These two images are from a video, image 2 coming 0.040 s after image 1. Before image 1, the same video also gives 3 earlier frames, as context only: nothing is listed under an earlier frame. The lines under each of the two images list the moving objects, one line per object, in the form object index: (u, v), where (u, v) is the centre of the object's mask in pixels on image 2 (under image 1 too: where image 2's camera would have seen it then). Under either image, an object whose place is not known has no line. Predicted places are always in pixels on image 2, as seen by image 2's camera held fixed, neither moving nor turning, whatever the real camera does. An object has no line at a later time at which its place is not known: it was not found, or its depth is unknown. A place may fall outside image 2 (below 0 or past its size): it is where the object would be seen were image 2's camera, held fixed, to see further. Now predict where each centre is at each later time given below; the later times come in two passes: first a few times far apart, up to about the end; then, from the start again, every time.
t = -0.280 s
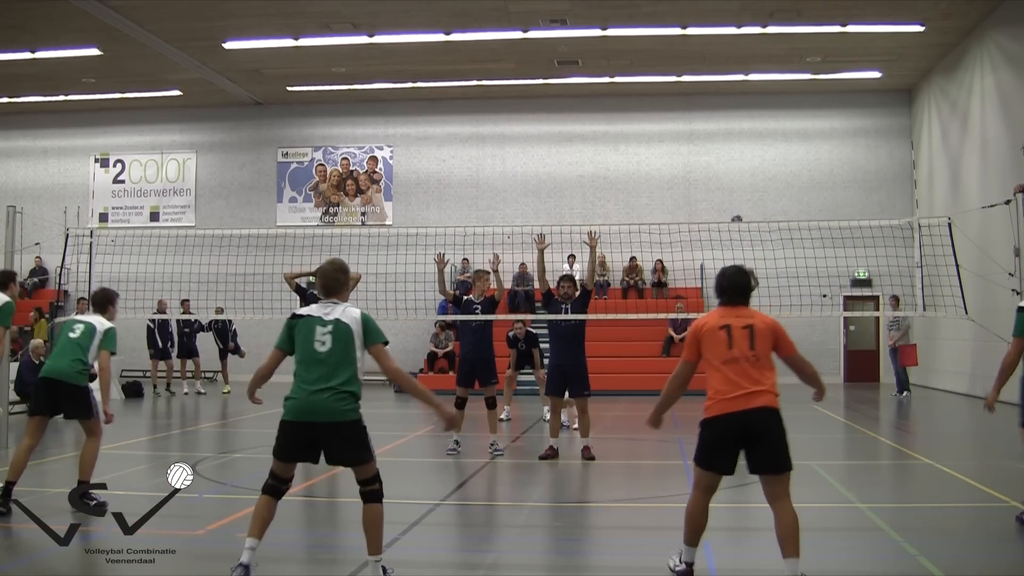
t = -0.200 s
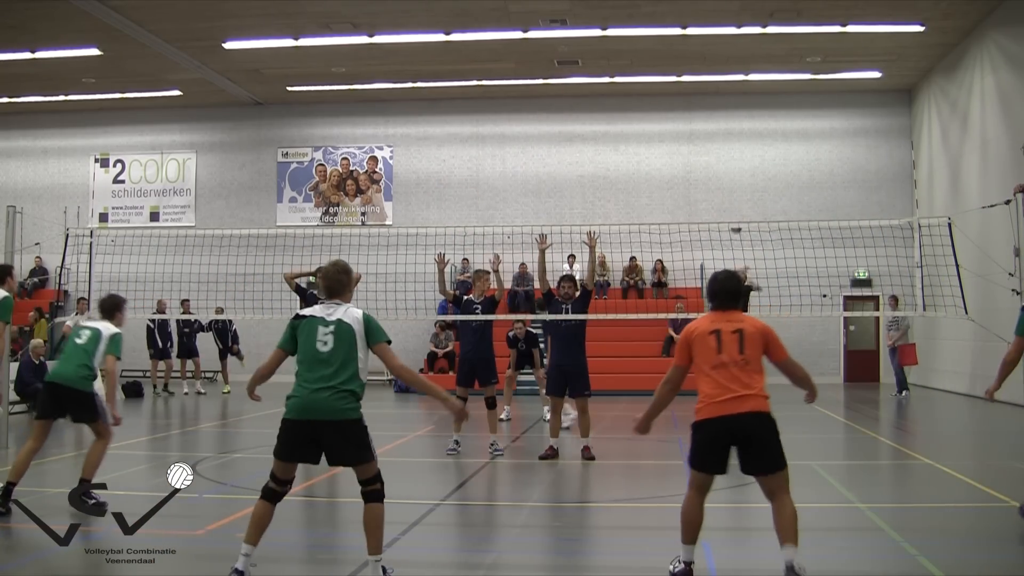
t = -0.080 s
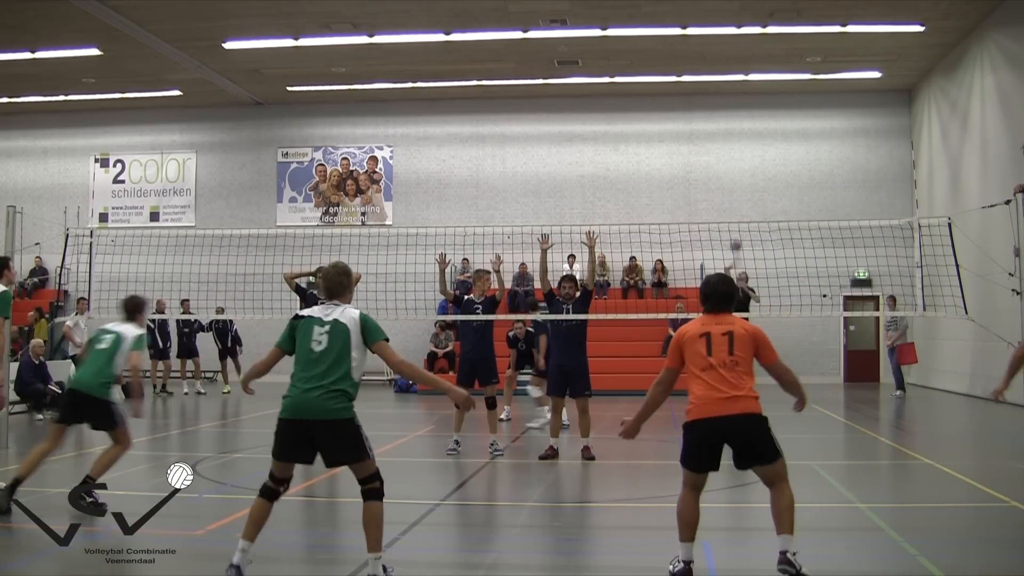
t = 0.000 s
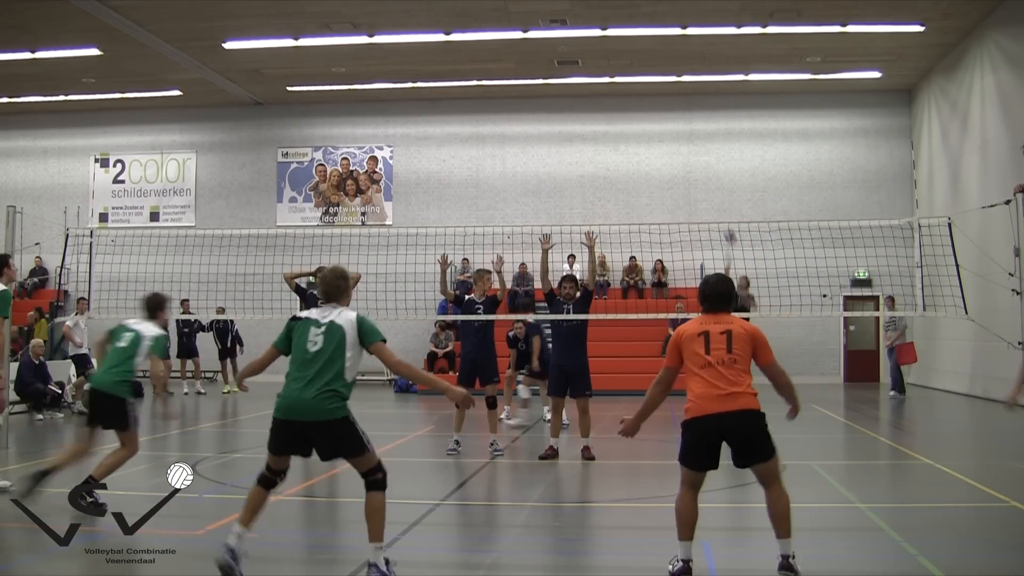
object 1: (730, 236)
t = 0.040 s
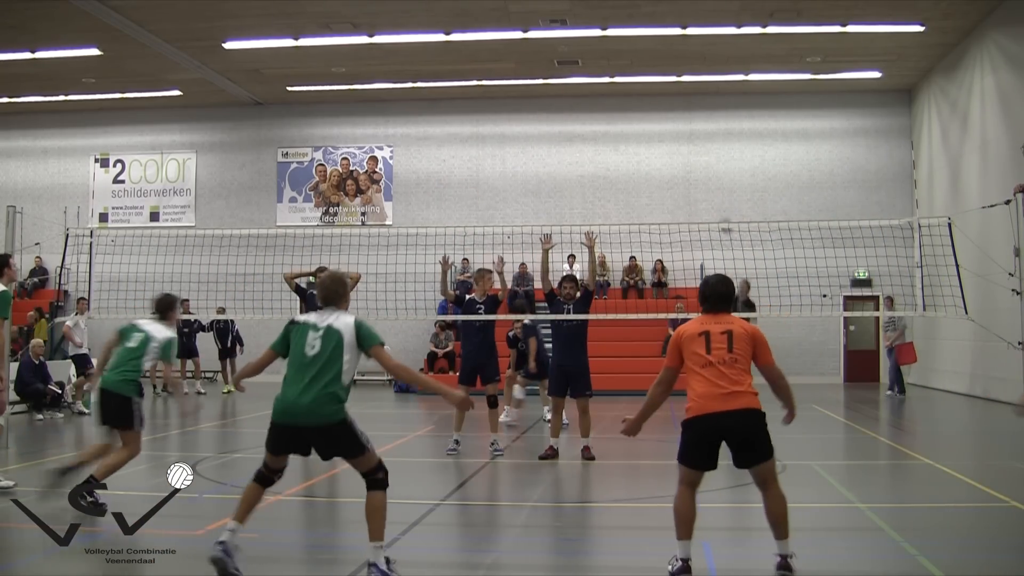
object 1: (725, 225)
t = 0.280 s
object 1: (691, 173)
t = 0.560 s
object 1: (627, 157)
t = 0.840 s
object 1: (521, 240)
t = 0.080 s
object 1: (720, 215)
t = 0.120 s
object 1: (716, 206)
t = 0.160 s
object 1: (710, 197)
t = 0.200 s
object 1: (704, 188)
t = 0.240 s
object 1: (698, 180)
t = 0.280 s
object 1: (691, 173)
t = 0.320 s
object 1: (685, 168)
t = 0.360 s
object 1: (677, 162)
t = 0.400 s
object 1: (668, 158)
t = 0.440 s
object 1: (659, 156)
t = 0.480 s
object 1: (649, 154)
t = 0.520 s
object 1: (638, 155)
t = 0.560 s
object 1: (627, 157)
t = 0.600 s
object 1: (614, 161)
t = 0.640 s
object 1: (601, 167)
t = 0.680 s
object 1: (588, 175)
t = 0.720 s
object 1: (572, 186)
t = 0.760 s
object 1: (556, 200)
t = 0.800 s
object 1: (541, 216)
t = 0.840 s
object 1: (521, 240)
